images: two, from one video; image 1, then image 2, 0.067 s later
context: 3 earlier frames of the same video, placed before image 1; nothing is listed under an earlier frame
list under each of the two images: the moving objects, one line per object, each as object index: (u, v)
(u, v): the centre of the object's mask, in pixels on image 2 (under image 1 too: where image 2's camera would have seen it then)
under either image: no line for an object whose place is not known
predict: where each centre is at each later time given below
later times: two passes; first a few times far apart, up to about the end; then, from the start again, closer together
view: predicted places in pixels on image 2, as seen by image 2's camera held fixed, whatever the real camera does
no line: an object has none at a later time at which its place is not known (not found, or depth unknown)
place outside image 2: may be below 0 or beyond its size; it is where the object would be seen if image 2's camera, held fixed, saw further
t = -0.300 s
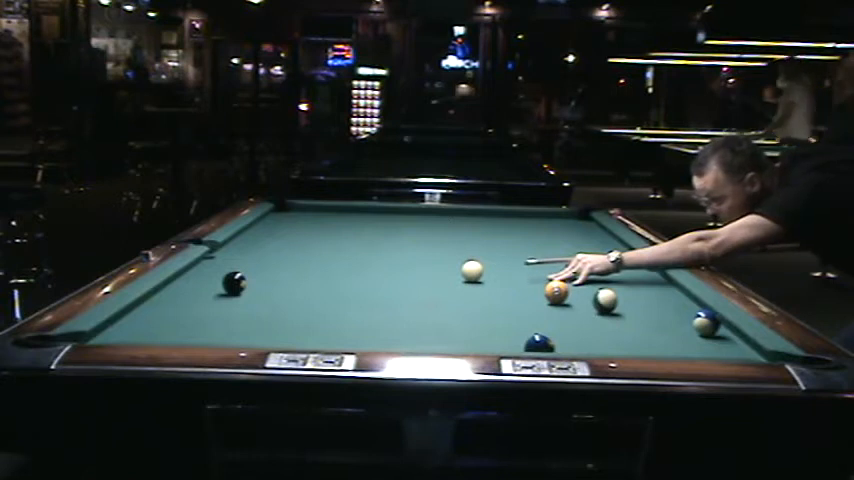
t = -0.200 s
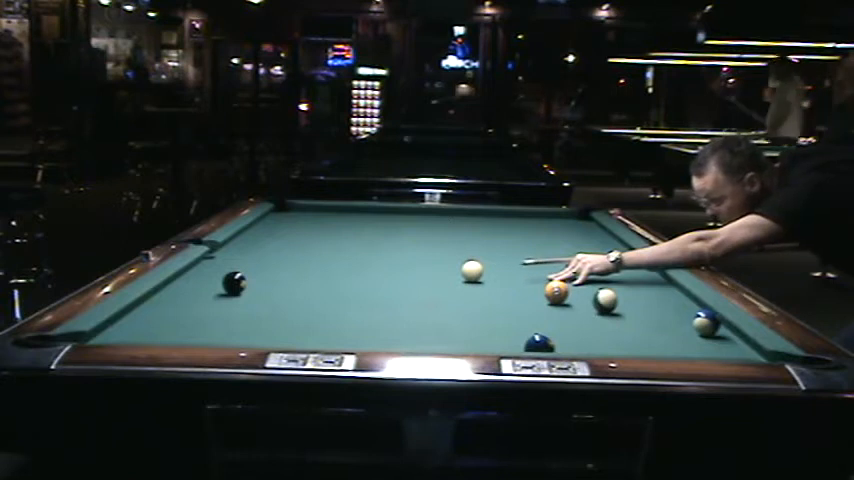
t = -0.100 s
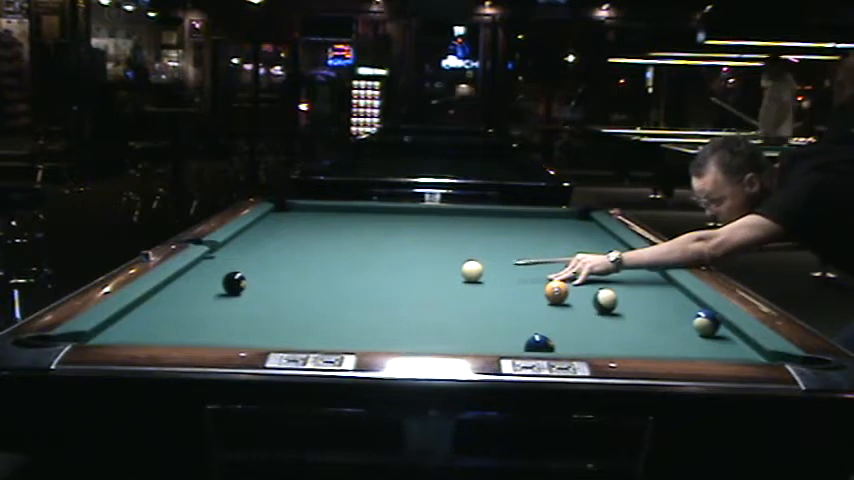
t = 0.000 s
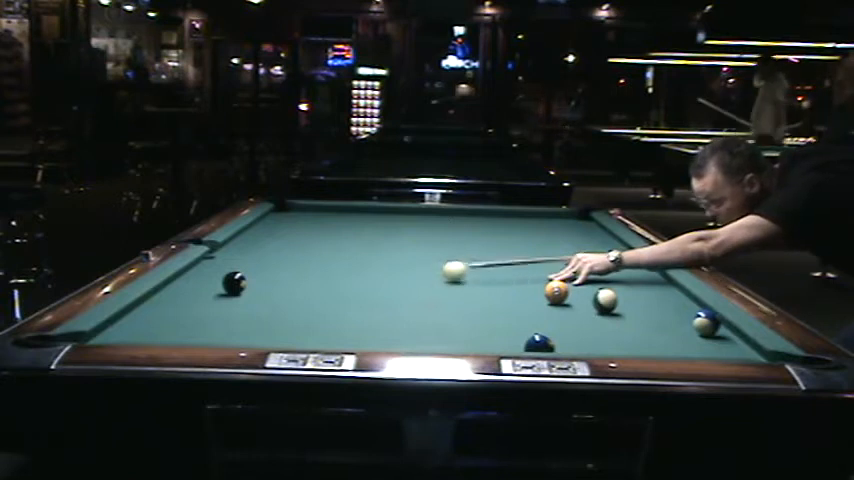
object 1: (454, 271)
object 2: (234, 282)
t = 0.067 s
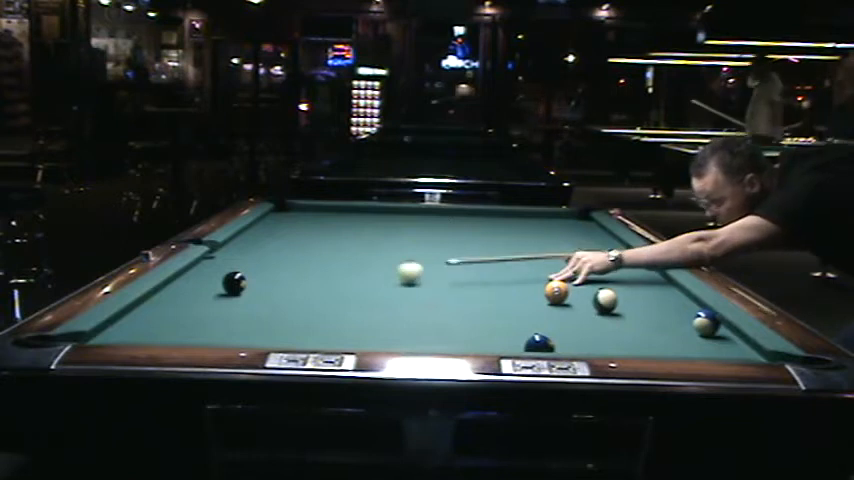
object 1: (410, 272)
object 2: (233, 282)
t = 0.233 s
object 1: (291, 276)
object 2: (233, 282)
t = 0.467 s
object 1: (210, 273)
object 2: (200, 293)
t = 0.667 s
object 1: (275, 277)
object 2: (164, 304)
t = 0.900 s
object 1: (349, 279)
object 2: (130, 318)
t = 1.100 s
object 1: (411, 280)
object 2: (127, 327)
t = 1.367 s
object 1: (491, 283)
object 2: (125, 334)
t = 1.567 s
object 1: (546, 281)
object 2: (126, 331)
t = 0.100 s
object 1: (387, 272)
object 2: (233, 282)
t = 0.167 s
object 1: (340, 274)
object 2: (233, 282)
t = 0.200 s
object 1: (316, 275)
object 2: (233, 282)
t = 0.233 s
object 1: (291, 276)
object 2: (233, 282)
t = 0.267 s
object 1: (267, 277)
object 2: (233, 282)
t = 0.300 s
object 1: (247, 276)
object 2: (231, 283)
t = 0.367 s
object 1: (204, 275)
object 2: (219, 287)
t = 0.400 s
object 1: (189, 275)
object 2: (212, 289)
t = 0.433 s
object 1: (195, 274)
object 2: (206, 291)
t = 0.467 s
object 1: (210, 273)
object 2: (200, 293)
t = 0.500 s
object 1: (221, 276)
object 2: (194, 295)
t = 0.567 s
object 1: (242, 276)
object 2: (182, 298)
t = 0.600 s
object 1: (253, 276)
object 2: (176, 300)
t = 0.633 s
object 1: (264, 277)
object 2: (170, 302)
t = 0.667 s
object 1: (275, 277)
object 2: (164, 304)
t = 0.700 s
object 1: (286, 277)
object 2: (158, 306)
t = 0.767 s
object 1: (307, 278)
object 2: (144, 310)
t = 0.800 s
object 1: (318, 278)
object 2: (138, 312)
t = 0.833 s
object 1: (328, 278)
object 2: (131, 314)
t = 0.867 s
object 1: (339, 279)
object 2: (131, 317)
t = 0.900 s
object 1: (349, 279)
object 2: (130, 318)
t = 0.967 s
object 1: (370, 279)
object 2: (129, 322)
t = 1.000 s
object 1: (380, 279)
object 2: (128, 323)
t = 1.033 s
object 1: (391, 280)
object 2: (128, 324)
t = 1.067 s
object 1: (401, 280)
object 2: (127, 326)
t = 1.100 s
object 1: (411, 280)
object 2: (127, 327)
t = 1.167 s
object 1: (431, 282)
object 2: (126, 330)
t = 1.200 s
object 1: (441, 282)
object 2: (126, 331)
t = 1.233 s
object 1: (451, 282)
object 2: (126, 333)
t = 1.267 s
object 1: (461, 282)
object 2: (125, 334)
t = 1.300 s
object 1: (471, 282)
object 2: (125, 335)
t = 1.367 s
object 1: (491, 283)
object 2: (125, 334)
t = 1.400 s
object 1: (501, 284)
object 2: (125, 334)
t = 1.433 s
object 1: (510, 284)
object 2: (125, 333)
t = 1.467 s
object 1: (520, 284)
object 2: (125, 333)
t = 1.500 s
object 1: (530, 284)
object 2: (125, 332)
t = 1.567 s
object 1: (546, 281)
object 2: (126, 331)
